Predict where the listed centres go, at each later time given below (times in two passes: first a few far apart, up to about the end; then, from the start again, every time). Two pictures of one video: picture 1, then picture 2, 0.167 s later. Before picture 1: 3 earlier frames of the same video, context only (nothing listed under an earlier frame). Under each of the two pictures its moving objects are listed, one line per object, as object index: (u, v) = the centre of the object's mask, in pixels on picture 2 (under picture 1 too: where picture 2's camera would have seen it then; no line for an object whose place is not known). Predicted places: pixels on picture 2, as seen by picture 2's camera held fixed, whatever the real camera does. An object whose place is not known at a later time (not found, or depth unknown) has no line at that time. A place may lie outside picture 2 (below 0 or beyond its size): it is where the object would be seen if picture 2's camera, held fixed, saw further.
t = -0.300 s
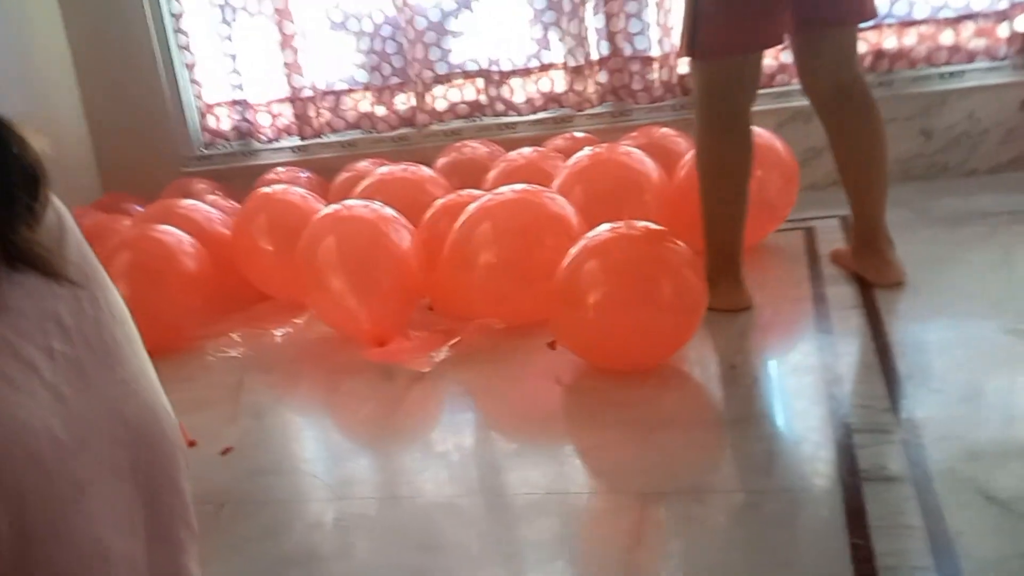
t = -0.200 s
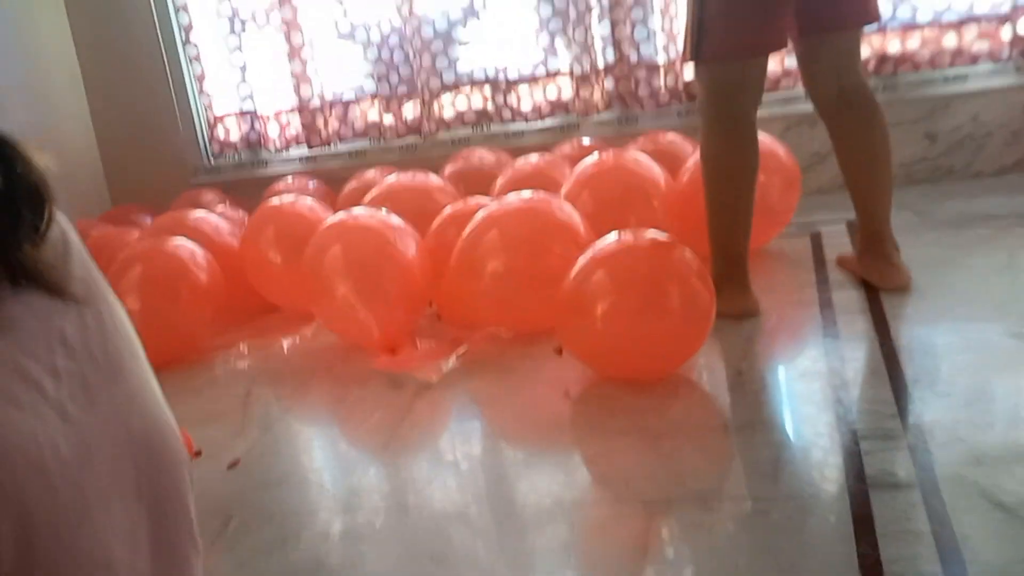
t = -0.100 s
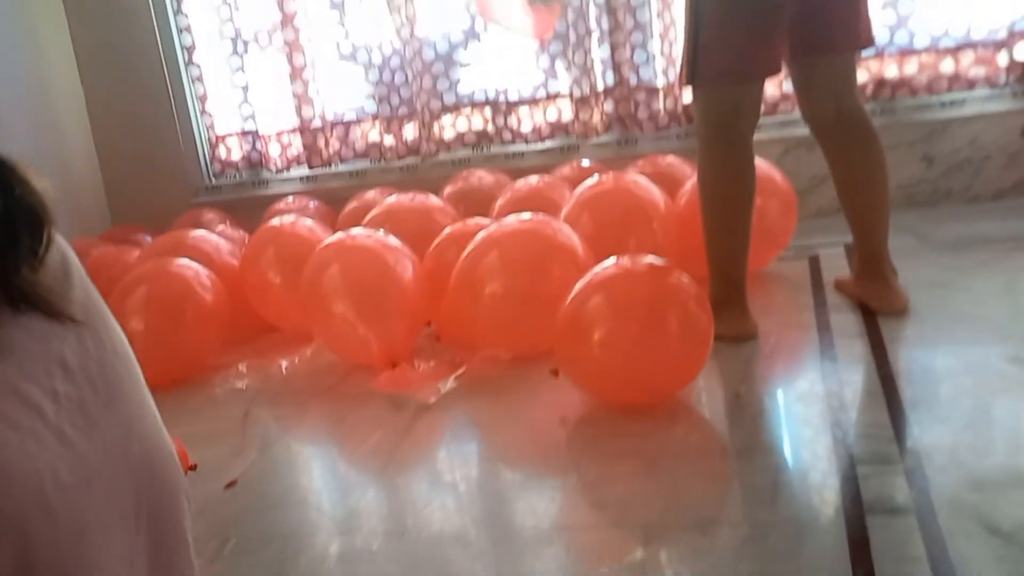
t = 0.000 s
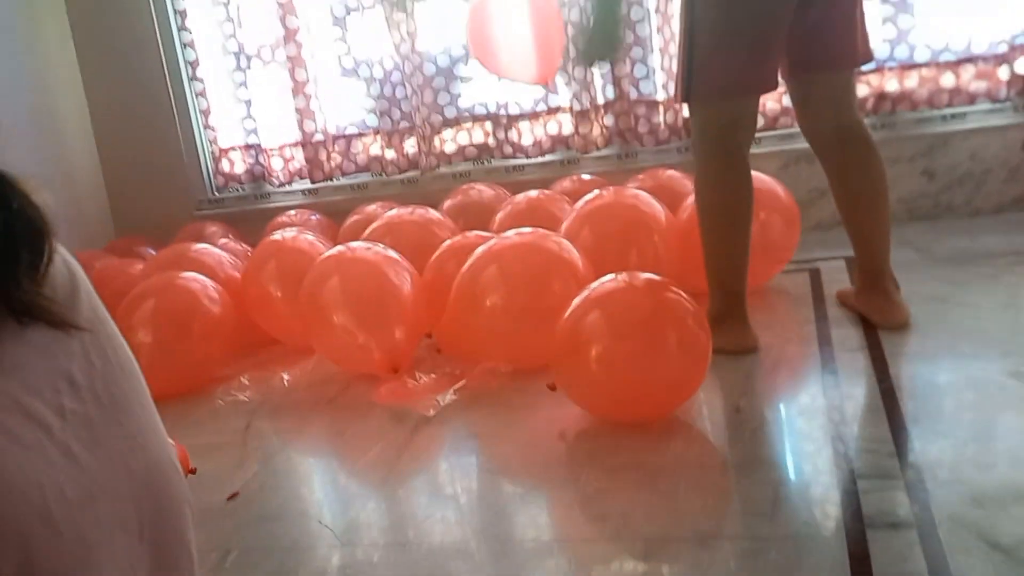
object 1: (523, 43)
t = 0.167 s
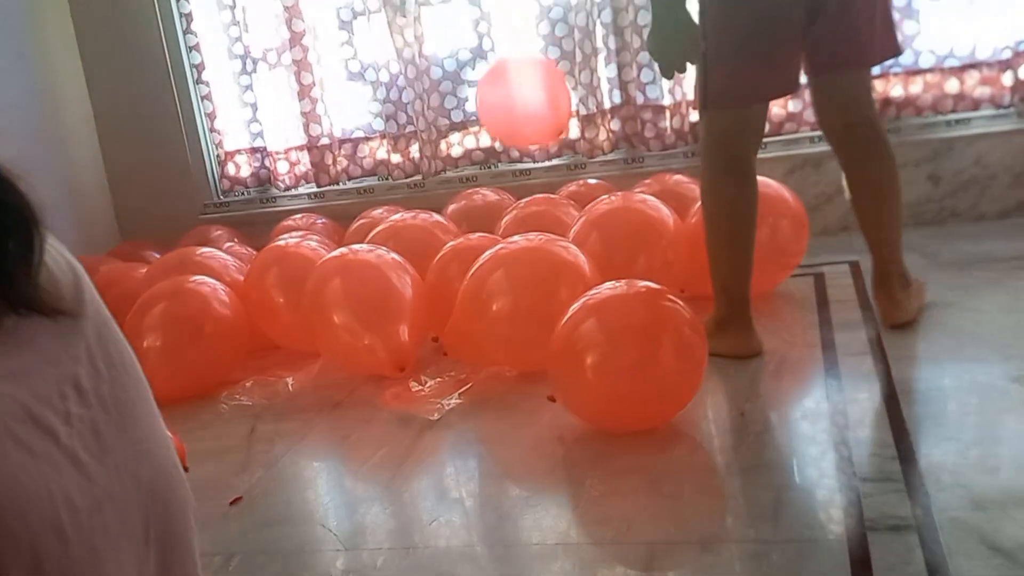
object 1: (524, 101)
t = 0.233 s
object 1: (527, 130)
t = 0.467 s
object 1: (513, 145)
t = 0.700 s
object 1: (491, 145)
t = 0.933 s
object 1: (472, 163)
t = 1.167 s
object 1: (456, 175)
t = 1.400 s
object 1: (452, 180)
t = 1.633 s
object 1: (456, 184)
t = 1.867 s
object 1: (456, 186)
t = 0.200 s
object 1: (526, 116)
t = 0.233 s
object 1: (527, 130)
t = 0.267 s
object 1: (528, 144)
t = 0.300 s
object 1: (529, 156)
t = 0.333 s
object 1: (525, 158)
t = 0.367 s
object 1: (522, 155)
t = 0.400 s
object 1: (519, 151)
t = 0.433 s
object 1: (516, 147)
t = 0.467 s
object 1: (513, 145)
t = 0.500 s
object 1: (510, 142)
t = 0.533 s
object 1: (508, 141)
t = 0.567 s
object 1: (505, 140)
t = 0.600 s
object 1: (502, 140)
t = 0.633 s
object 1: (498, 141)
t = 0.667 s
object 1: (495, 143)
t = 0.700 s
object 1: (491, 145)
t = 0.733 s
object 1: (489, 147)
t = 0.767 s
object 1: (485, 150)
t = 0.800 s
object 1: (483, 152)
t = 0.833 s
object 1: (480, 154)
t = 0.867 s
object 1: (477, 157)
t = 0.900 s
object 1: (475, 160)
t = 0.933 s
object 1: (472, 163)
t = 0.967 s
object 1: (469, 168)
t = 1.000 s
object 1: (466, 172)
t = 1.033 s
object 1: (463, 175)
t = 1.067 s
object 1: (460, 177)
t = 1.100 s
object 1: (459, 177)
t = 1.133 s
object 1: (458, 176)
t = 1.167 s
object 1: (456, 175)
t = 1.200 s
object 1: (455, 176)
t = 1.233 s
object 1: (454, 175)
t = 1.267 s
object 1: (454, 176)
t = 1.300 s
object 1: (453, 176)
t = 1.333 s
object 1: (452, 176)
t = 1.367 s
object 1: (453, 178)
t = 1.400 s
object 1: (452, 180)
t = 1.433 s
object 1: (453, 180)
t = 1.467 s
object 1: (455, 181)
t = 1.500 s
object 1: (456, 181)
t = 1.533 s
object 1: (456, 182)
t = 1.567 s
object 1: (456, 183)
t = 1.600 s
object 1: (456, 184)
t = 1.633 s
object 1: (456, 184)
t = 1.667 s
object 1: (457, 186)
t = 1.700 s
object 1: (457, 184)
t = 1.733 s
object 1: (457, 184)
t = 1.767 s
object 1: (457, 184)
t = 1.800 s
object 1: (457, 185)
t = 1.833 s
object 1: (457, 185)
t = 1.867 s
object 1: (456, 186)
